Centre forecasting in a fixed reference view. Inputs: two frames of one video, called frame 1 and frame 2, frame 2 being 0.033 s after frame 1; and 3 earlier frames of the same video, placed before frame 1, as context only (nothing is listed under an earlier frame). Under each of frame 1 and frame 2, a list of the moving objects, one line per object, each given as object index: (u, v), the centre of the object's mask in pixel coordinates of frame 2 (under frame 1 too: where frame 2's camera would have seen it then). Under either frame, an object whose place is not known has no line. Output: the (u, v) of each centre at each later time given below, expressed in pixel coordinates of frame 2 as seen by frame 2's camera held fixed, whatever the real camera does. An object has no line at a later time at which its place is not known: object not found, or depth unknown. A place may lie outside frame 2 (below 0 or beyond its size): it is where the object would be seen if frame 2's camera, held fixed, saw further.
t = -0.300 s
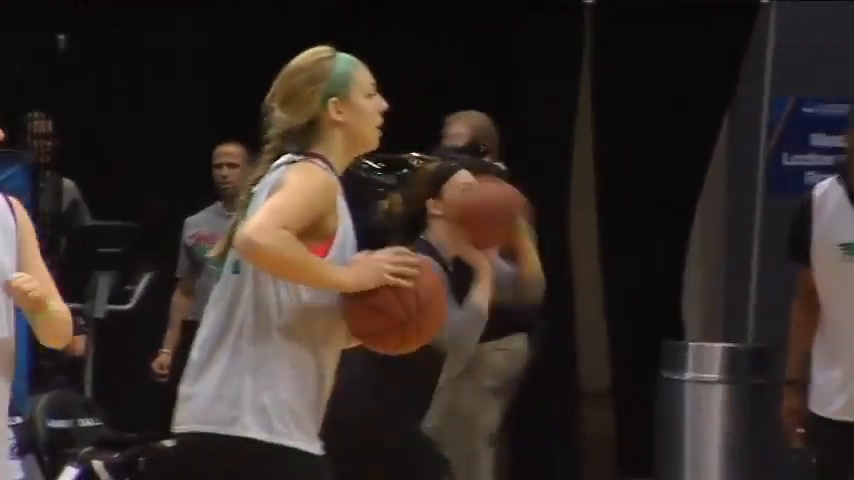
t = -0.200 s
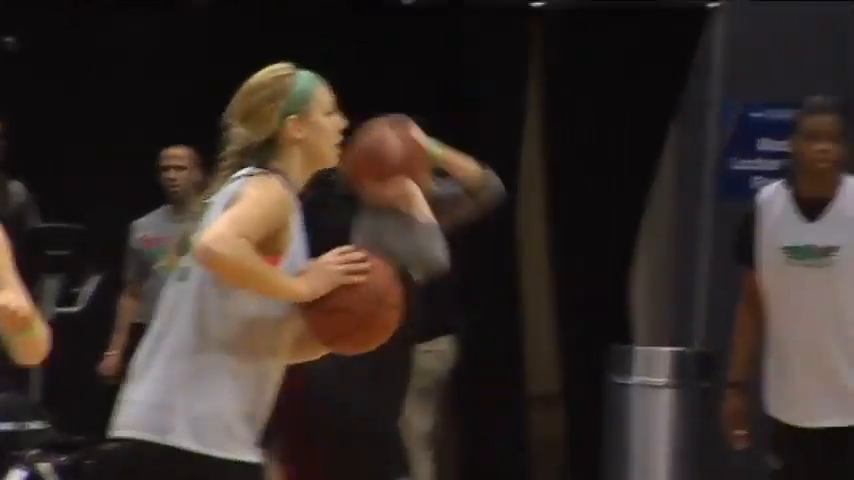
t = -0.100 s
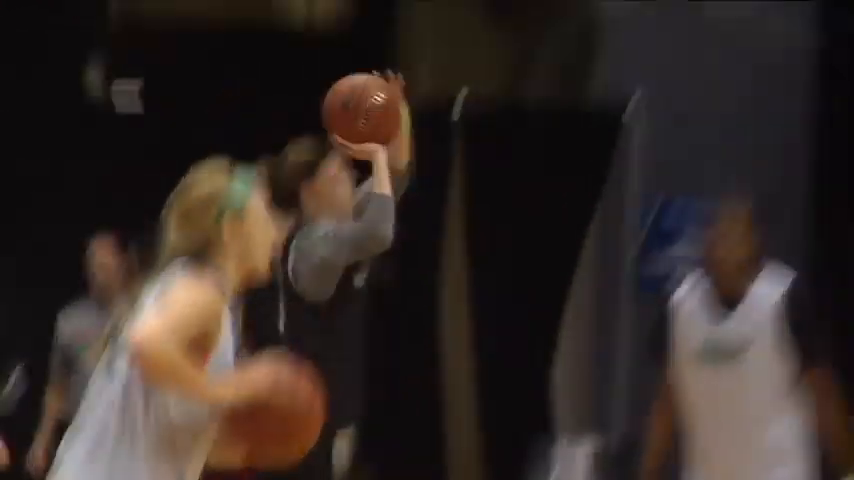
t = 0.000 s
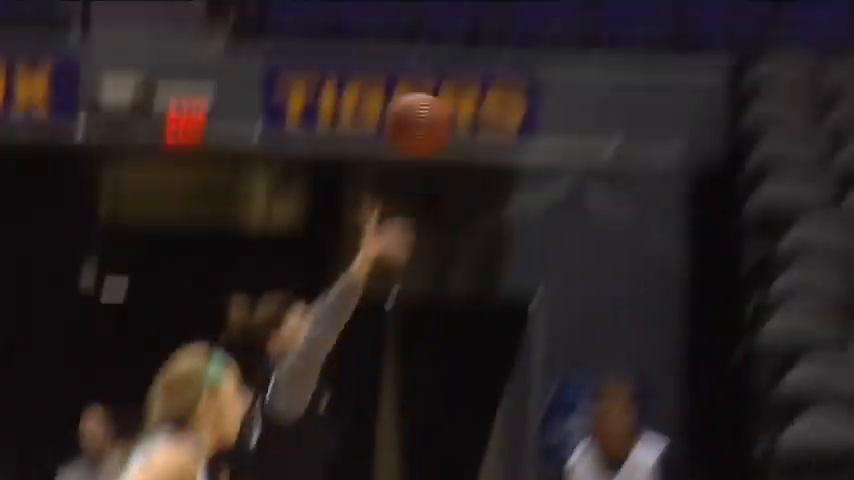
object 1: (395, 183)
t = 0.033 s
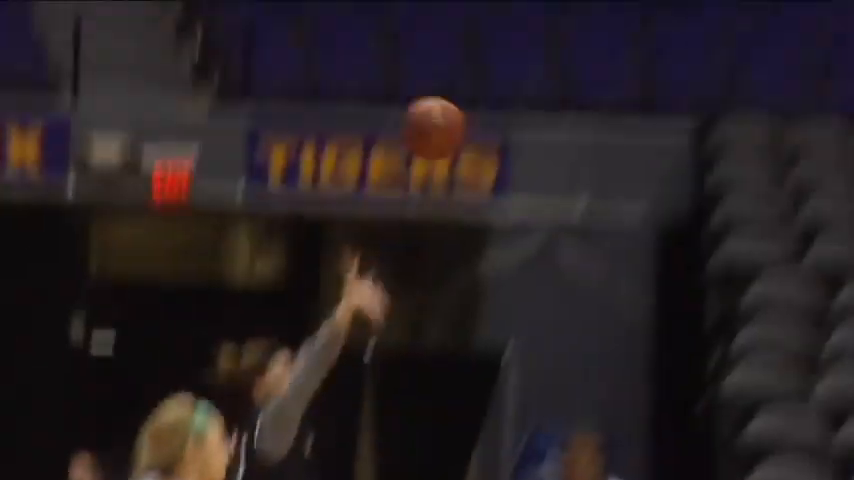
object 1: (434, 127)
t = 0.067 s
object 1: (474, 77)
